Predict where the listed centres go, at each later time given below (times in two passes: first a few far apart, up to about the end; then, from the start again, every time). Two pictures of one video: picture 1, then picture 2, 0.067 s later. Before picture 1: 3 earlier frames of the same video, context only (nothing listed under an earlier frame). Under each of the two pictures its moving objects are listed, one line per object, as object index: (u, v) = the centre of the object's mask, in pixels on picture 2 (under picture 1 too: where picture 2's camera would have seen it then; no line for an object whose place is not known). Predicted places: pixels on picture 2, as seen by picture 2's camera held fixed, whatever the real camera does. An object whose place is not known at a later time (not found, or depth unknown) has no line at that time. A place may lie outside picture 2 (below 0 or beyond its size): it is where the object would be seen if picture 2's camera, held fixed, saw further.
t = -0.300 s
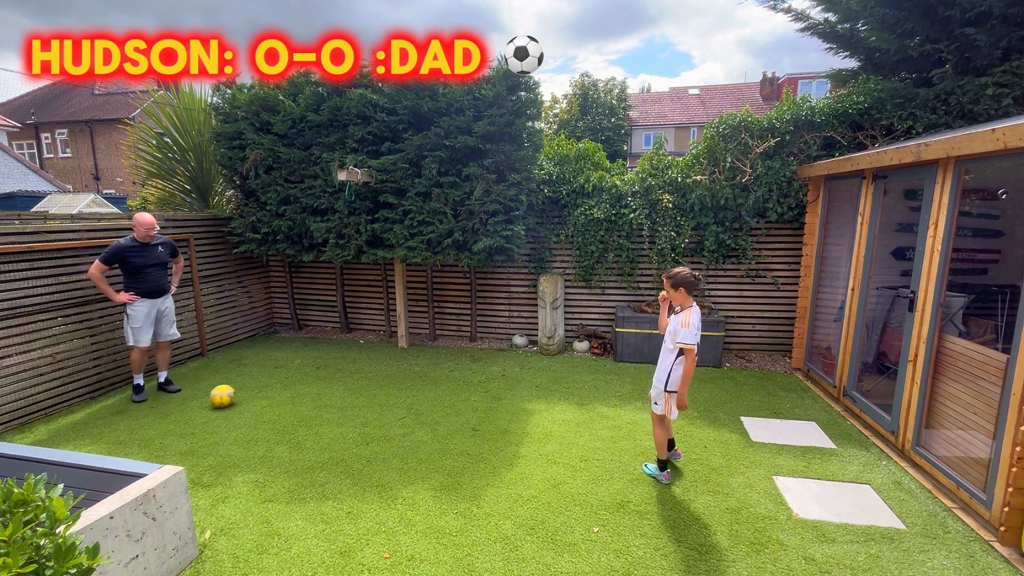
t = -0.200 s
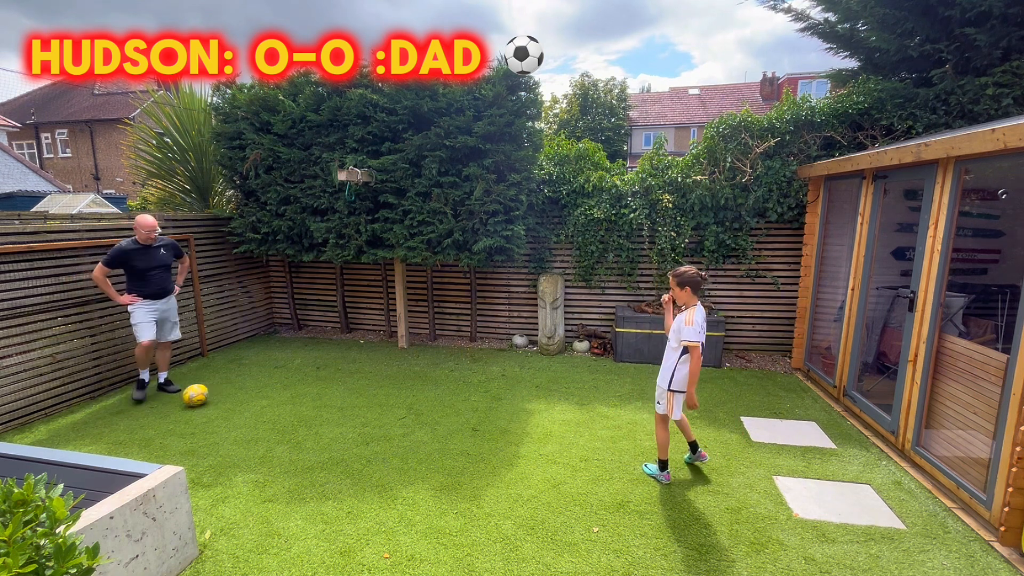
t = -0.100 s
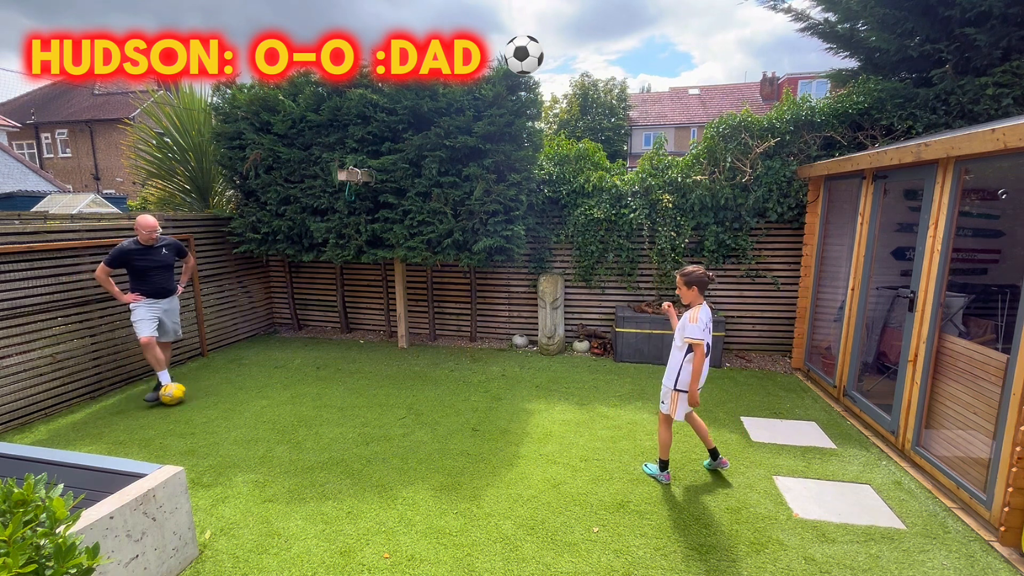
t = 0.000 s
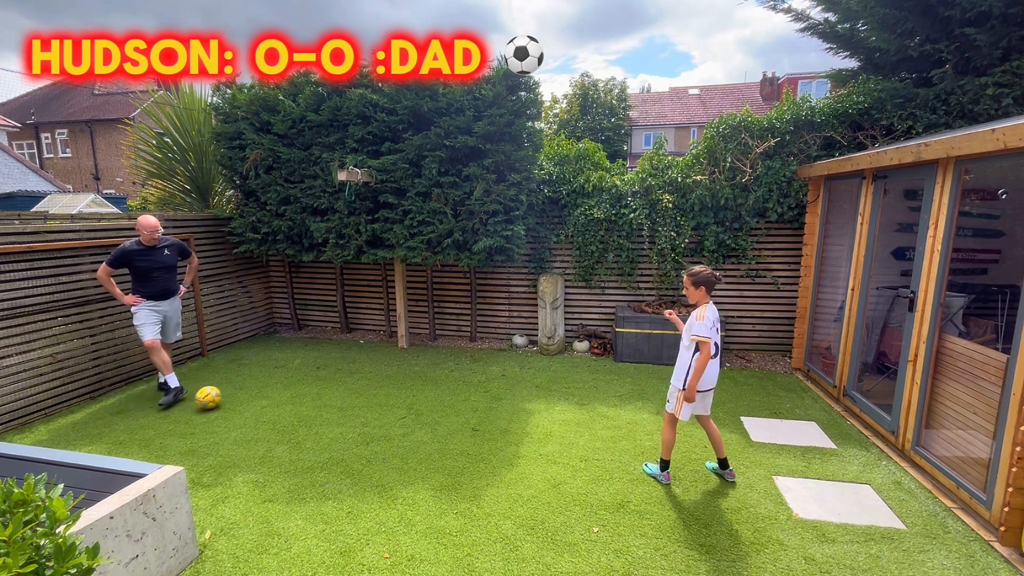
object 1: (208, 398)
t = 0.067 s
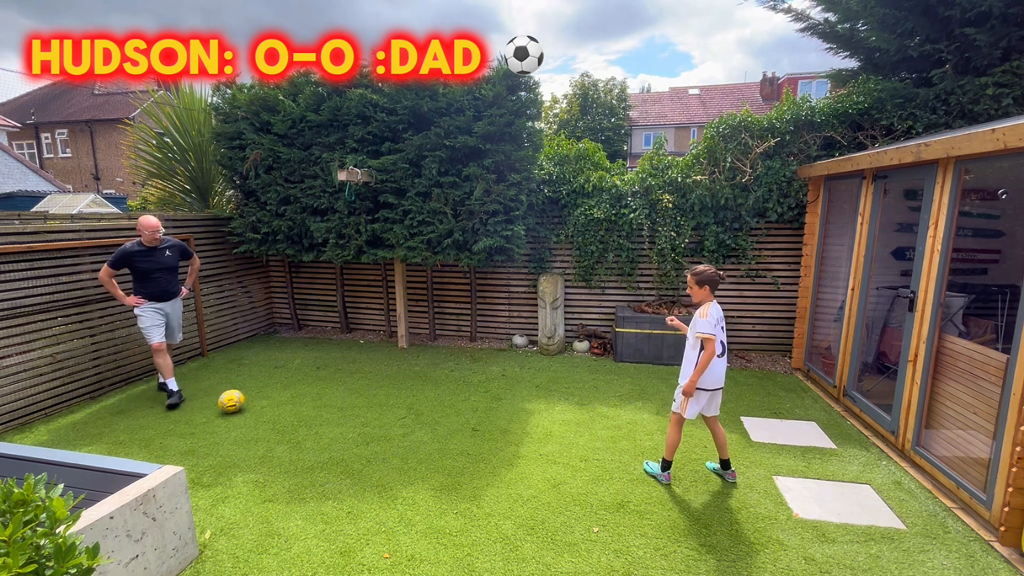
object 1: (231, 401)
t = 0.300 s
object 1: (305, 412)
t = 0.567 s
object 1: (381, 425)
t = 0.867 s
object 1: (474, 441)
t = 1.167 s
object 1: (575, 460)
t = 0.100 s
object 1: (242, 403)
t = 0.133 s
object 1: (253, 405)
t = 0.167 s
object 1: (264, 406)
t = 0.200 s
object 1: (275, 407)
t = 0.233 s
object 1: (285, 410)
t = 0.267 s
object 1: (295, 411)
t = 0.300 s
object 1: (305, 412)
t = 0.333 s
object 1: (314, 413)
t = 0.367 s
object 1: (323, 415)
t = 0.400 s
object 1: (333, 416)
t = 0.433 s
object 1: (342, 418)
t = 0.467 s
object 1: (352, 420)
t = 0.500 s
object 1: (362, 422)
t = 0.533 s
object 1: (372, 423)
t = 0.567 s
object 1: (381, 425)
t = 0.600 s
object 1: (392, 428)
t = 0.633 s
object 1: (401, 429)
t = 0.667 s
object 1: (412, 430)
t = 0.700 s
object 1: (422, 432)
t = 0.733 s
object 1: (433, 435)
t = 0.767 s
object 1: (443, 436)
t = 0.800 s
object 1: (453, 437)
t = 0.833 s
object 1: (464, 440)
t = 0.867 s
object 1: (474, 441)
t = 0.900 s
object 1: (485, 443)
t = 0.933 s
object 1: (497, 446)
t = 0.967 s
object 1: (508, 449)
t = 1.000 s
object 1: (519, 449)
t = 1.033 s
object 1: (529, 450)
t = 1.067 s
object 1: (541, 452)
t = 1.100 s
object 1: (552, 456)
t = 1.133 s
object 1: (564, 458)
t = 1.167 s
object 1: (575, 460)
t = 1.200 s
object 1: (587, 462)
